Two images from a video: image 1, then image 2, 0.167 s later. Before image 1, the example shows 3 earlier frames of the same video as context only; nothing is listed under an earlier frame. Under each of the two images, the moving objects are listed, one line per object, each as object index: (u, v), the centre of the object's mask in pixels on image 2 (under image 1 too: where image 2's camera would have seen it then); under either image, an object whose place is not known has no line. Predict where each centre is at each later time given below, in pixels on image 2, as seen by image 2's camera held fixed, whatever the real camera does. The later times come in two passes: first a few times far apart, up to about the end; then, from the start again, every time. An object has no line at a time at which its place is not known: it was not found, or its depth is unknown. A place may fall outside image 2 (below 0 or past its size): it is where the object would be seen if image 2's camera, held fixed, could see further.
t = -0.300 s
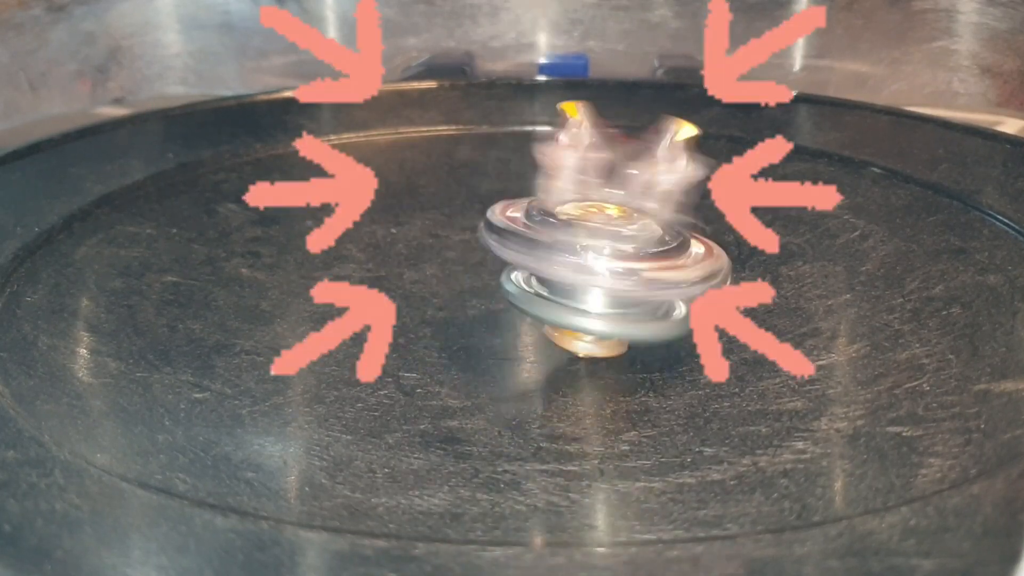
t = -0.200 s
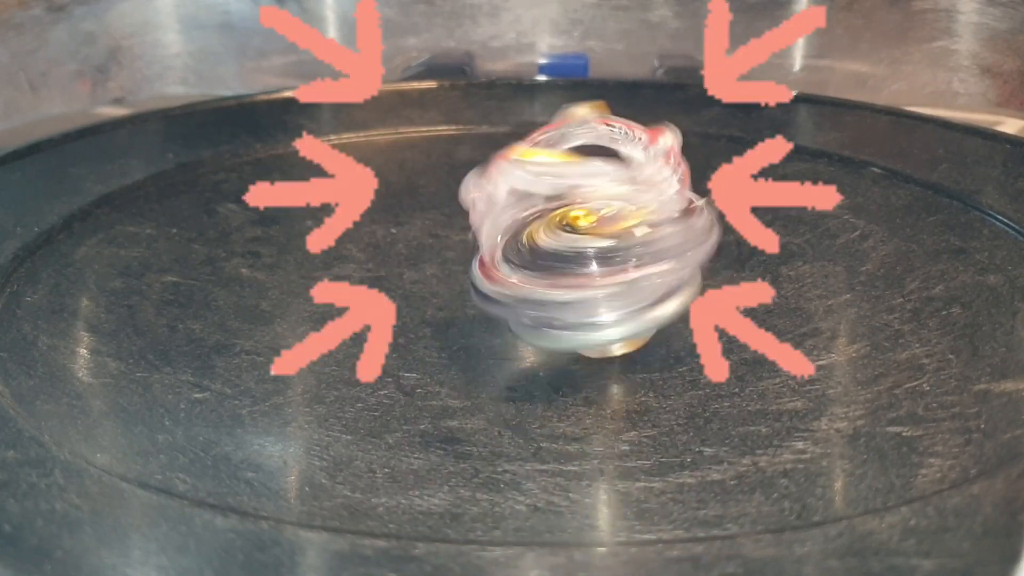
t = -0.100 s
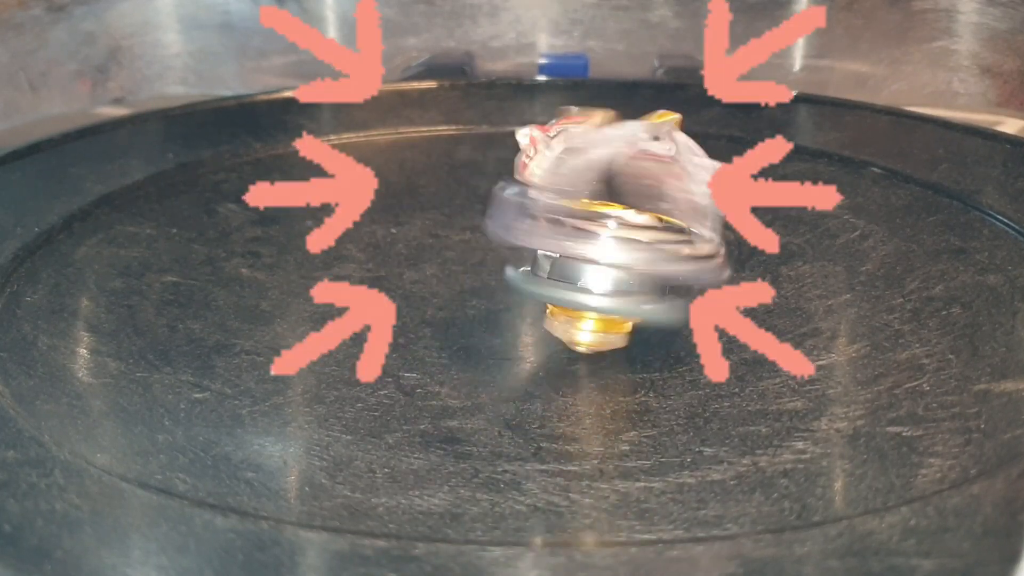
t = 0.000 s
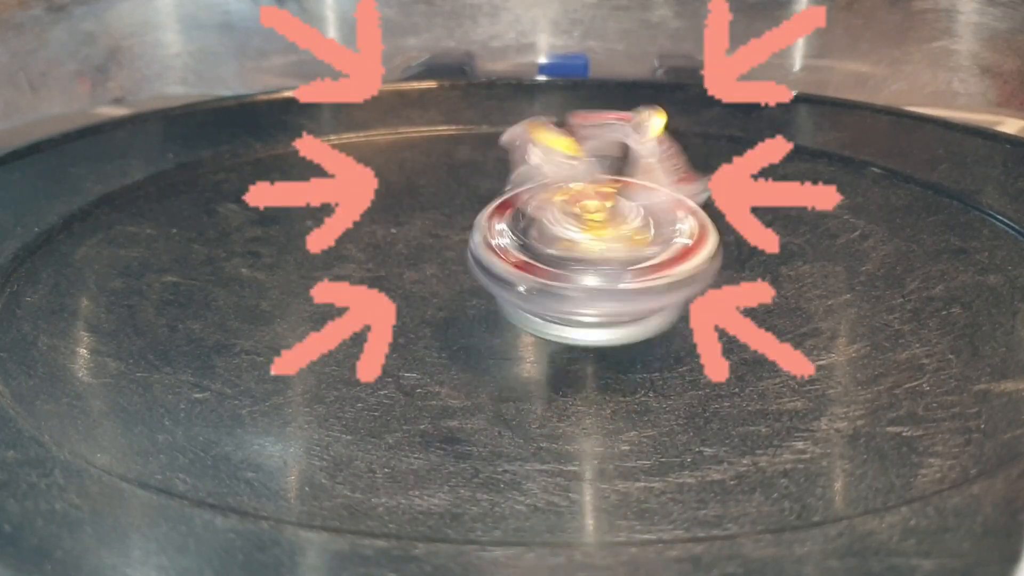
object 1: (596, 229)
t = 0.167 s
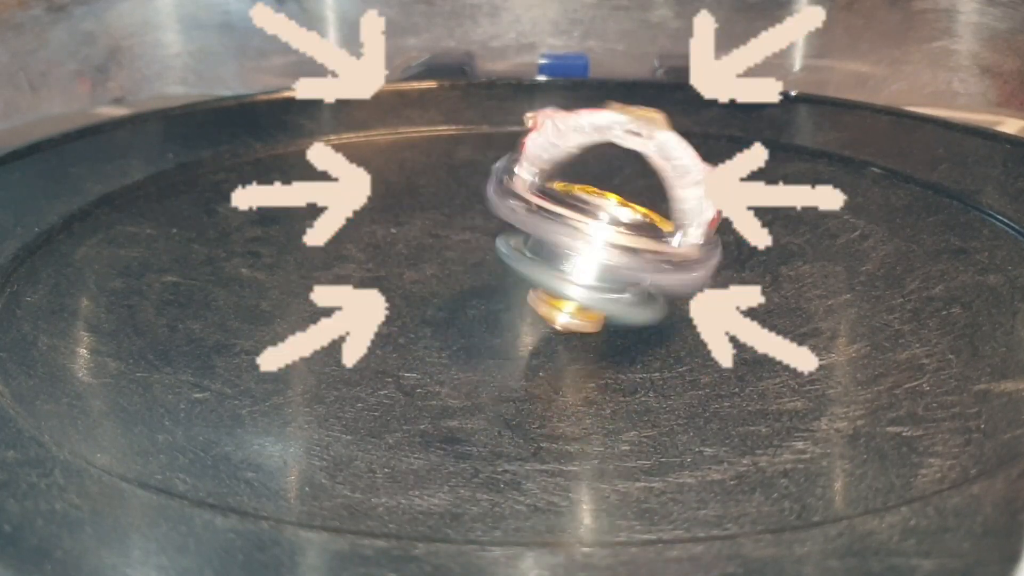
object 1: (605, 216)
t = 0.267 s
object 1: (588, 219)
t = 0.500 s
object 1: (593, 200)
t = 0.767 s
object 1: (559, 201)
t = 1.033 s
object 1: (529, 203)
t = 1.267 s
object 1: (514, 205)
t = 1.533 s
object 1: (507, 220)
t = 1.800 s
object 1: (493, 227)
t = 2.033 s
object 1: (497, 239)
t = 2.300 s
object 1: (562, 244)
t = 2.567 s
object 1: (586, 236)
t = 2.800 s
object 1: (559, 227)
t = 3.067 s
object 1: (503, 218)
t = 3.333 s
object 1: (509, 224)
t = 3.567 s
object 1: (548, 214)
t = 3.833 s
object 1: (535, 209)
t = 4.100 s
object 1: (504, 228)
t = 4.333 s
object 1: (536, 234)
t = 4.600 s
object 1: (552, 232)
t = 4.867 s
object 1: (565, 237)
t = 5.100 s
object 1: (559, 219)
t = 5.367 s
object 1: (521, 243)
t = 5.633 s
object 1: (510, 230)
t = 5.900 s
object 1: (504, 232)
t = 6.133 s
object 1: (503, 236)
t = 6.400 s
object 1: (506, 238)
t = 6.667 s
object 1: (503, 235)
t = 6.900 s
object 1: (504, 232)
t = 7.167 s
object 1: (506, 232)
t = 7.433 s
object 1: (503, 233)
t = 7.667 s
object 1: (503, 236)
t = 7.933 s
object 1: (504, 237)
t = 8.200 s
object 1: (503, 235)
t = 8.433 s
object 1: (503, 233)
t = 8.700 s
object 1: (503, 233)
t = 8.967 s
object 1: (503, 235)
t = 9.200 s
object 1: (503, 236)
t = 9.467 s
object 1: (503, 235)
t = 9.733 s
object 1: (503, 234)
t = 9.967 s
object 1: (503, 235)
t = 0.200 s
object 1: (606, 223)
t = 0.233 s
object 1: (599, 219)
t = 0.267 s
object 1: (588, 219)
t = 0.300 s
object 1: (577, 208)
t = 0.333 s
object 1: (576, 204)
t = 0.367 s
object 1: (581, 198)
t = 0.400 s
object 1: (589, 196)
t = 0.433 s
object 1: (600, 196)
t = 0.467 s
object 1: (603, 200)
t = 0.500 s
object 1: (593, 200)
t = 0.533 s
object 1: (577, 201)
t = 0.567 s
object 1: (560, 199)
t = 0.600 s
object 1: (547, 199)
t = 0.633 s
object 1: (547, 195)
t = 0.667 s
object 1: (556, 193)
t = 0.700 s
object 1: (566, 194)
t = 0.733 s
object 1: (569, 198)
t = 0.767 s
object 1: (559, 201)
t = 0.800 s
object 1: (543, 200)
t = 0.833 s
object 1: (527, 201)
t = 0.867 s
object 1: (509, 201)
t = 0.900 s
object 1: (504, 198)
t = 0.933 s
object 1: (507, 194)
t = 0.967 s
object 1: (517, 195)
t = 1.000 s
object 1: (529, 198)
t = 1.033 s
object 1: (529, 203)
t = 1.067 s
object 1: (517, 204)
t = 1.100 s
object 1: (500, 204)
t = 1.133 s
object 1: (486, 202)
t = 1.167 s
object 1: (484, 199)
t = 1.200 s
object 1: (493, 195)
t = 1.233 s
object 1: (506, 198)
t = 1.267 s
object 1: (514, 205)
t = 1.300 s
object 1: (512, 212)
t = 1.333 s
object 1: (501, 219)
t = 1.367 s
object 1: (485, 221)
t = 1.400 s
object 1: (476, 219)
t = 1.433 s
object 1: (480, 214)
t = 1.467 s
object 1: (490, 212)
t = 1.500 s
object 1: (502, 211)
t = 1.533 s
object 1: (507, 220)
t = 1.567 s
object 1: (510, 220)
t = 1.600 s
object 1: (505, 232)
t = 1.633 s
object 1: (499, 231)
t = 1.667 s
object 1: (489, 239)
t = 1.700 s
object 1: (481, 233)
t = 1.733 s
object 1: (479, 238)
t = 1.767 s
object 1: (481, 228)
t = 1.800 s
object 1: (493, 227)
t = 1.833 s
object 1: (510, 227)
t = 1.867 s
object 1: (521, 233)
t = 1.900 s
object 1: (529, 240)
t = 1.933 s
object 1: (523, 244)
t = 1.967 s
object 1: (515, 247)
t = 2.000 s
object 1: (502, 243)
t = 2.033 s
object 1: (497, 239)
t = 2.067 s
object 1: (497, 233)
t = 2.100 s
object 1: (505, 236)
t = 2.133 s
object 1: (520, 229)
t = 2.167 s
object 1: (533, 232)
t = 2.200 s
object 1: (550, 228)
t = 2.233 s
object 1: (562, 233)
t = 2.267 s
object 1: (567, 240)
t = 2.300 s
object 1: (562, 244)
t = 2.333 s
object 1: (557, 244)
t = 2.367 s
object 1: (548, 238)
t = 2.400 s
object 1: (546, 241)
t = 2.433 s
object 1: (549, 232)
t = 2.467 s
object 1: (560, 231)
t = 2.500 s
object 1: (574, 226)
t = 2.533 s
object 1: (585, 230)
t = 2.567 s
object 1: (586, 236)
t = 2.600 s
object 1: (578, 235)
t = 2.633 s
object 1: (567, 242)
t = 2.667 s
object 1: (554, 233)
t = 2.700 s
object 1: (546, 235)
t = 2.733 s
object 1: (541, 227)
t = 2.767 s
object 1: (549, 226)
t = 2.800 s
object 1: (559, 227)
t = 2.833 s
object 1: (558, 228)
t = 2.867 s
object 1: (550, 234)
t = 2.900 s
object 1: (544, 226)
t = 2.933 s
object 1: (534, 226)
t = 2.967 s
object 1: (525, 222)
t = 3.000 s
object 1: (518, 219)
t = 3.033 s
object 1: (510, 227)
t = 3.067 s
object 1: (503, 218)
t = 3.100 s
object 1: (502, 215)
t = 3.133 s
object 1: (506, 214)
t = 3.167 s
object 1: (519, 212)
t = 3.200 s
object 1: (517, 226)
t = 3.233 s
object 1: (524, 219)
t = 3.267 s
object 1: (524, 227)
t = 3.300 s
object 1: (520, 232)
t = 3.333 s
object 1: (509, 224)
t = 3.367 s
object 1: (508, 224)
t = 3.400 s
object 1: (507, 214)
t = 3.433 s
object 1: (510, 212)
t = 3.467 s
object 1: (515, 212)
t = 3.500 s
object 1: (525, 207)
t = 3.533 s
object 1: (536, 210)
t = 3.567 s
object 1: (548, 214)
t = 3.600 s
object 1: (558, 219)
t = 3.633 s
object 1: (560, 230)
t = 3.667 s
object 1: (558, 231)
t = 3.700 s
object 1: (545, 229)
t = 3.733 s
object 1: (542, 222)
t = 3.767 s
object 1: (536, 215)
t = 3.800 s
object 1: (535, 216)
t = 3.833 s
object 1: (535, 209)
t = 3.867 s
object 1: (544, 204)
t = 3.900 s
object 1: (553, 207)
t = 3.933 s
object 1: (560, 214)
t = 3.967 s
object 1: (556, 213)
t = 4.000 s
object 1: (543, 216)
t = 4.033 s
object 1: (530, 223)
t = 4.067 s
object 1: (513, 224)
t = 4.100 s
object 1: (504, 228)
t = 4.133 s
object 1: (509, 228)
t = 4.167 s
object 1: (521, 218)
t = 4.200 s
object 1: (538, 218)
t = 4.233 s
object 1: (547, 227)
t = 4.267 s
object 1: (558, 220)
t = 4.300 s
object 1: (549, 224)
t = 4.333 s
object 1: (536, 234)
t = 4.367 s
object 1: (535, 232)
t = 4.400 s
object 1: (522, 232)
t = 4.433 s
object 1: (517, 237)
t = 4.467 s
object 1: (514, 227)
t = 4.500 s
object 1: (522, 218)
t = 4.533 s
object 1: (541, 218)
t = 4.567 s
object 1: (552, 228)
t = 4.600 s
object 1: (552, 232)
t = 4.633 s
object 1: (543, 238)
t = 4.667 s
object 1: (528, 239)
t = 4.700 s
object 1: (521, 230)
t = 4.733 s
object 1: (512, 221)
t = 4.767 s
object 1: (526, 216)
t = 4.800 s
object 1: (548, 220)
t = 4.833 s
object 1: (557, 234)
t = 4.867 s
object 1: (565, 237)
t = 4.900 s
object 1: (548, 243)
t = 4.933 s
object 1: (536, 240)
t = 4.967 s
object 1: (524, 231)
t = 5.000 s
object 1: (514, 222)
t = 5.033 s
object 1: (519, 215)
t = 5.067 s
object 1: (540, 215)
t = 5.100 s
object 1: (559, 219)
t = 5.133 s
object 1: (569, 226)
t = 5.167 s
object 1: (570, 236)
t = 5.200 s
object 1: (572, 238)
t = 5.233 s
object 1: (565, 243)
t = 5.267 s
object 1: (552, 247)
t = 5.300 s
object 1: (539, 247)
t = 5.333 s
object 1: (528, 245)
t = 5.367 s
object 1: (521, 243)
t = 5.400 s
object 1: (516, 240)
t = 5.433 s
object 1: (513, 238)
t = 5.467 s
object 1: (512, 236)
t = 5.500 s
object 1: (511, 235)
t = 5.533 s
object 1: (511, 234)
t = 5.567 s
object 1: (511, 232)
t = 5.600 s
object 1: (511, 231)
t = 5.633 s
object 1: (510, 230)
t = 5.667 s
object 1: (510, 230)
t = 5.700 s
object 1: (509, 230)
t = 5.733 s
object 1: (509, 230)
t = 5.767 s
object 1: (508, 230)
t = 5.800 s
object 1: (507, 231)
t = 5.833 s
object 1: (506, 231)
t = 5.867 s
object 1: (505, 232)
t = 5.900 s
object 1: (504, 232)
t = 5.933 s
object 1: (503, 233)
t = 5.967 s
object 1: (503, 233)
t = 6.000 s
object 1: (502, 234)
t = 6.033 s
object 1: (502, 235)
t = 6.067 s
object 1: (503, 235)
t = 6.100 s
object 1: (503, 236)
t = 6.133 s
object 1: (503, 236)
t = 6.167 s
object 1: (504, 237)
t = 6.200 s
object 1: (504, 237)
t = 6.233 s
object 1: (505, 237)
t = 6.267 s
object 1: (505, 238)
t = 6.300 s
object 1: (506, 238)
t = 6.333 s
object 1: (506, 238)
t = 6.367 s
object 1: (506, 238)
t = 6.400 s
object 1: (506, 238)
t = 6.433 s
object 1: (506, 238)
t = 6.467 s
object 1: (505, 238)
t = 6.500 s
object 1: (505, 237)
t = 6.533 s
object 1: (504, 237)
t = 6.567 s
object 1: (504, 237)
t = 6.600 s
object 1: (503, 236)
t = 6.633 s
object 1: (503, 236)
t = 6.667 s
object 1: (503, 235)
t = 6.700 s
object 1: (503, 235)
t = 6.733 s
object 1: (503, 234)
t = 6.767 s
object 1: (503, 234)
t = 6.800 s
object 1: (503, 233)
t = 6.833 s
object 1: (503, 233)
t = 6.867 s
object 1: (503, 233)
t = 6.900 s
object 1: (504, 232)
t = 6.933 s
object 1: (504, 232)
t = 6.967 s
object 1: (505, 232)
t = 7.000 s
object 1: (505, 232)
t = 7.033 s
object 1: (505, 232)
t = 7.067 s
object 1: (506, 232)
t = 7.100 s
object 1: (506, 232)
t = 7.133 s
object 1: (506, 232)
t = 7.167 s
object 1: (506, 232)
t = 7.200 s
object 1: (506, 232)
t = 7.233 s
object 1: (505, 232)
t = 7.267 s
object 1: (505, 232)
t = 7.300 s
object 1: (505, 232)
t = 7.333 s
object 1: (504, 232)
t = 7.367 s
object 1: (504, 233)
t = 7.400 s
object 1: (504, 233)
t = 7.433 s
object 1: (503, 233)
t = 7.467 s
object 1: (503, 233)
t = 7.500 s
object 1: (503, 234)
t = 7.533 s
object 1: (503, 234)
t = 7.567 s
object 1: (503, 234)
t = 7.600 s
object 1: (503, 235)
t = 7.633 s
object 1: (503, 235)
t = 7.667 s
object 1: (503, 236)
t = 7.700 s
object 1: (503, 236)
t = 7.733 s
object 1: (503, 236)
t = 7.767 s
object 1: (504, 236)
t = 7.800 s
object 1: (504, 237)
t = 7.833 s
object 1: (504, 237)
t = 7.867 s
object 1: (504, 237)
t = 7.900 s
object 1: (504, 237)
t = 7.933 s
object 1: (504, 237)
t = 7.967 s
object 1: (504, 237)
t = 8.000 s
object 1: (504, 237)
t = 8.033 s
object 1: (504, 236)
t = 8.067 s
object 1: (503, 236)
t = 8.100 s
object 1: (503, 236)
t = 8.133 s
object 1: (503, 236)
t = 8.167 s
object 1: (503, 235)
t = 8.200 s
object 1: (503, 235)
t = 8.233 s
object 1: (503, 235)
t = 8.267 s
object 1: (503, 235)
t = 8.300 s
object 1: (503, 234)
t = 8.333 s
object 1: (503, 234)
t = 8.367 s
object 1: (503, 234)
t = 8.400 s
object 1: (503, 233)
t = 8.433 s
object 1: (503, 233)
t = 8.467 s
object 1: (503, 233)
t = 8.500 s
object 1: (503, 233)
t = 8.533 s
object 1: (503, 233)
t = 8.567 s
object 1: (503, 233)
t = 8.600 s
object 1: (503, 233)
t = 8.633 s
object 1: (503, 233)
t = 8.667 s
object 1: (503, 233)
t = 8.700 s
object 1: (503, 233)
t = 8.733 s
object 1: (503, 233)
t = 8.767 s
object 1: (503, 233)
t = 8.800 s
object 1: (503, 233)
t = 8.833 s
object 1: (503, 234)
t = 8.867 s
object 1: (503, 234)
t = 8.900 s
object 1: (503, 234)
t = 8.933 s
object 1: (503, 234)
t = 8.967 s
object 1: (503, 235)
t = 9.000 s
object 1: (503, 235)
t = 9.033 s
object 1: (503, 235)
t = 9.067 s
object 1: (503, 235)
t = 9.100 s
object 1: (503, 236)
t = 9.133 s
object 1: (503, 236)
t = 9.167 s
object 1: (503, 236)
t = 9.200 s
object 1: (503, 236)
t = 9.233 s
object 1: (503, 236)
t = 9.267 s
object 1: (503, 236)
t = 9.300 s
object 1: (503, 236)
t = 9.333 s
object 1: (503, 236)
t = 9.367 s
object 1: (503, 235)
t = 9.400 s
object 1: (503, 235)
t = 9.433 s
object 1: (503, 235)
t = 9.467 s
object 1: (503, 235)
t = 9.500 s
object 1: (503, 235)
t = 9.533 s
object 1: (503, 234)
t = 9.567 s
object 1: (503, 234)
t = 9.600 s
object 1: (503, 234)
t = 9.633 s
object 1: (503, 234)
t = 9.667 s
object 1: (503, 234)
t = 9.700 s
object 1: (503, 233)
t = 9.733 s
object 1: (503, 234)
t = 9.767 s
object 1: (503, 234)
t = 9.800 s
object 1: (503, 234)
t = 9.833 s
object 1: (503, 234)
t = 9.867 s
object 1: (503, 234)
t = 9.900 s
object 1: (503, 235)
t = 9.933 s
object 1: (503, 235)
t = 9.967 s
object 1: (503, 235)
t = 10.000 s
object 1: (503, 235)
